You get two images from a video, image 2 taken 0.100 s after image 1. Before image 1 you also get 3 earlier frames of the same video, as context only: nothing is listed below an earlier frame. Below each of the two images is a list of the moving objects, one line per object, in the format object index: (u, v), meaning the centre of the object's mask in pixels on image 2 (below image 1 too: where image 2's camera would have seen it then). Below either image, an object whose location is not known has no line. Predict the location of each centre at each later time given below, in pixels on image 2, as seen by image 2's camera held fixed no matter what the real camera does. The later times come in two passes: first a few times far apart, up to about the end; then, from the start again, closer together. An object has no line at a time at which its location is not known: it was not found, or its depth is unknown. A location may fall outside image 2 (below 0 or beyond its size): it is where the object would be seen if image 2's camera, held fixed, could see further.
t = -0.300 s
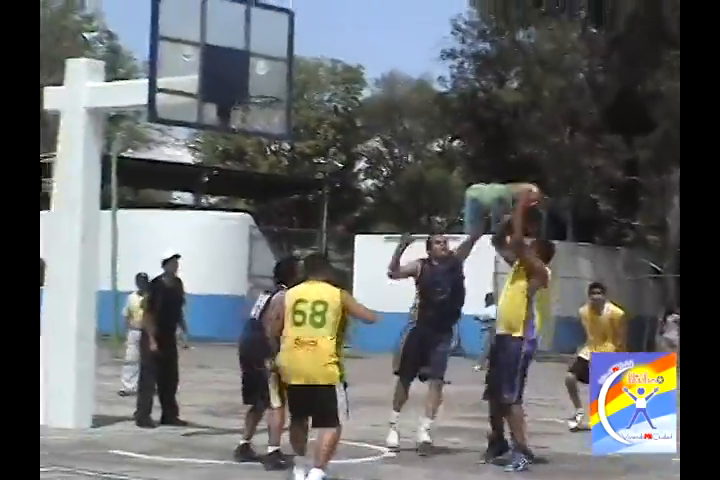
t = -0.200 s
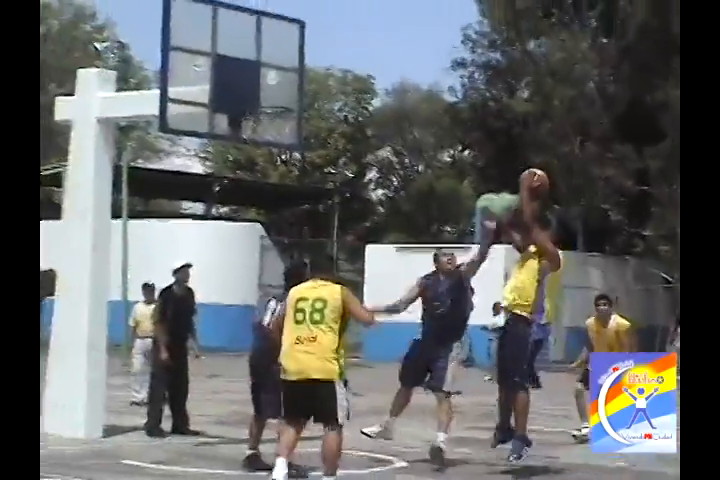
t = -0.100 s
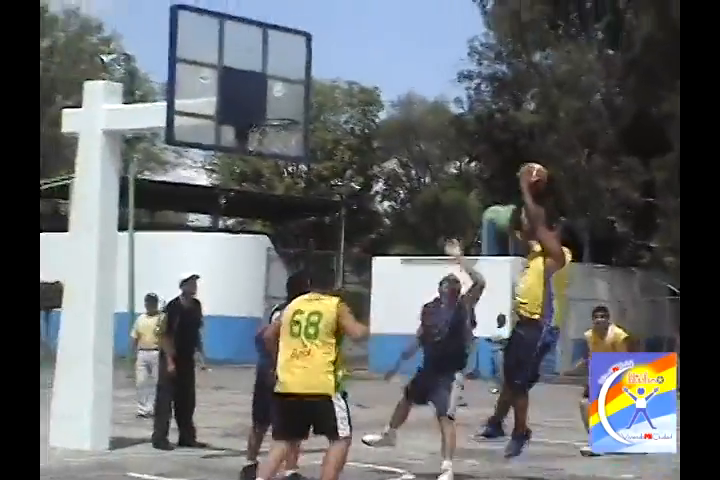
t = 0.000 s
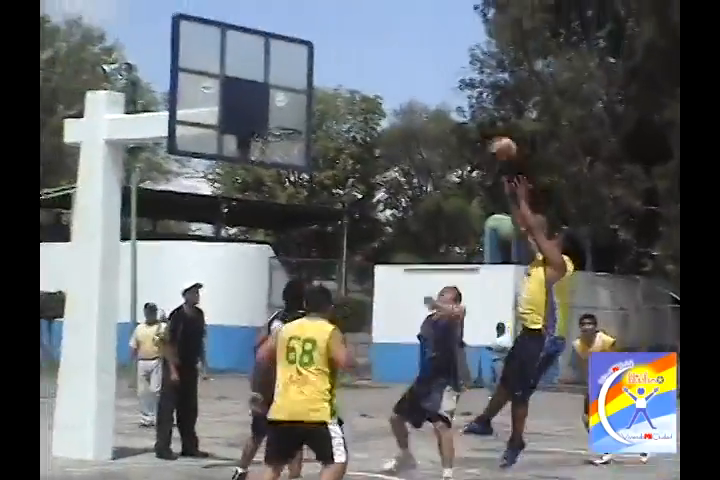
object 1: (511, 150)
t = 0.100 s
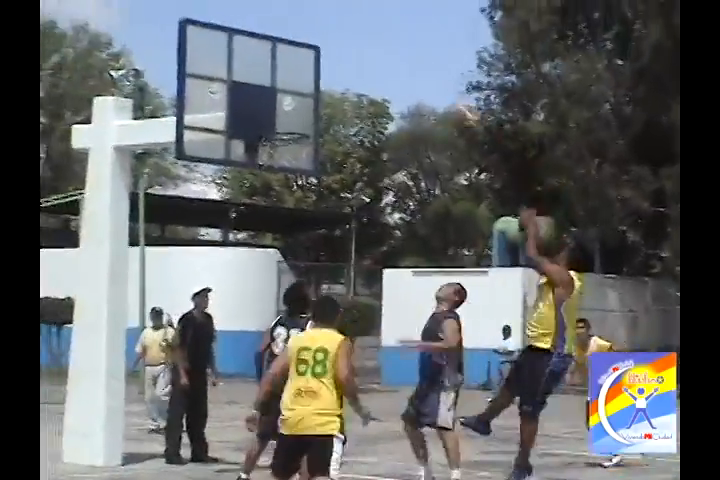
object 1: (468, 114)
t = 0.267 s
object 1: (395, 88)
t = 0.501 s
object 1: (302, 99)
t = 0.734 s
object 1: (264, 84)
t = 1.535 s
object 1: (289, 90)
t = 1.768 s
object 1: (292, 112)
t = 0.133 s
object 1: (452, 109)
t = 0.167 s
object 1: (437, 102)
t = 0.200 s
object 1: (423, 97)
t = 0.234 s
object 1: (410, 92)
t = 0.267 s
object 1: (395, 88)
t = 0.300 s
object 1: (382, 86)
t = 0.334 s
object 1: (368, 85)
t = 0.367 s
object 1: (355, 85)
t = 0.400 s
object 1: (341, 87)
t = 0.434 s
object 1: (331, 90)
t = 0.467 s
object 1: (316, 93)
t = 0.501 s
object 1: (302, 99)
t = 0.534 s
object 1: (290, 105)
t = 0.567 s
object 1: (278, 111)
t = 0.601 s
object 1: (264, 118)
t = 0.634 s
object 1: (261, 113)
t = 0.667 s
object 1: (262, 102)
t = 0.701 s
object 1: (261, 92)
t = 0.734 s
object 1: (264, 84)
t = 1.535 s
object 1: (289, 90)
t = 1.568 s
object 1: (289, 90)
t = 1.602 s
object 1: (290, 91)
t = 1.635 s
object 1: (290, 94)
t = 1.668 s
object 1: (290, 96)
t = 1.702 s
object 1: (291, 101)
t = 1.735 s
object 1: (292, 107)
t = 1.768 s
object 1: (292, 112)
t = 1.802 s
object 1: (293, 119)
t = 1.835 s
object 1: (294, 134)
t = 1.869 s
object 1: (294, 146)
